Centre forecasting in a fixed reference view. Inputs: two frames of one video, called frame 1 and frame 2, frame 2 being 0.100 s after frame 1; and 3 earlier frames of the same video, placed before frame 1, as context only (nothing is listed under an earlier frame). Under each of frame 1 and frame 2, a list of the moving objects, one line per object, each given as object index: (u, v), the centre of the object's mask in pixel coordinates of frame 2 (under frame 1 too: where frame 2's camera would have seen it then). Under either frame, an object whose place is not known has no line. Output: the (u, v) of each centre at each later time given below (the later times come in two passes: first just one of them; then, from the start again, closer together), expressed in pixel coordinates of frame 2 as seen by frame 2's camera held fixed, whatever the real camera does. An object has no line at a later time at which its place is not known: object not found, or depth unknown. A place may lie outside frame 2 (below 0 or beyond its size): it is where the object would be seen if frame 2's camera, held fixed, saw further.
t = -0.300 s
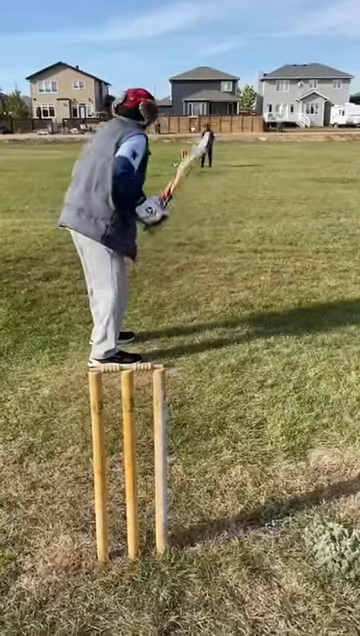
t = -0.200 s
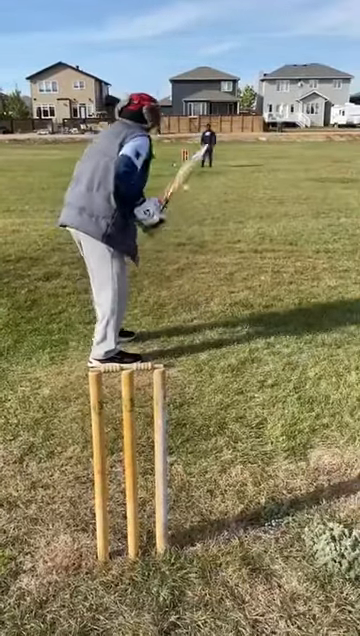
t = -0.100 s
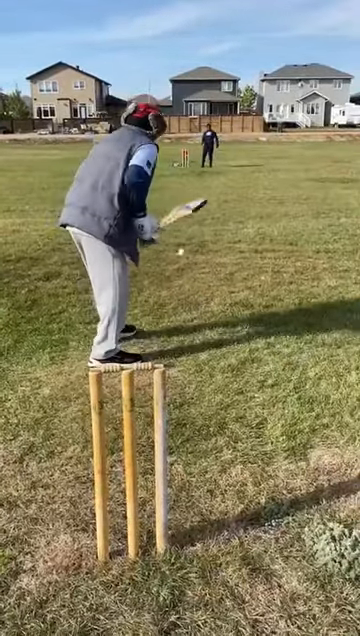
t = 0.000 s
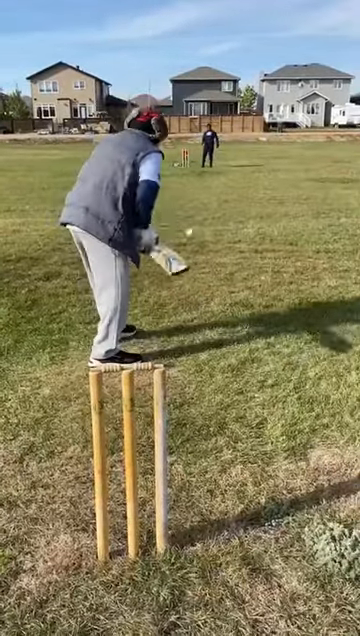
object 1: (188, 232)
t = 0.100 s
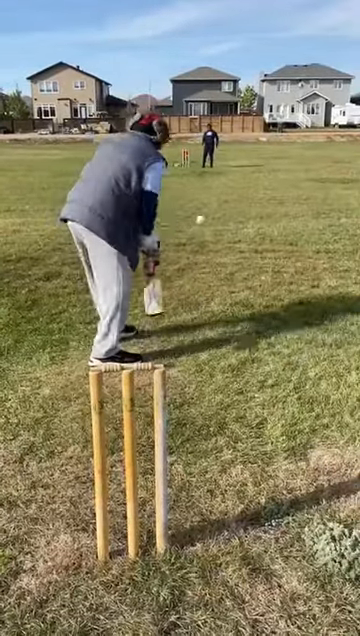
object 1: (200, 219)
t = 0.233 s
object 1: (218, 221)
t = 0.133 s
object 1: (203, 217)
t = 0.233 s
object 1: (218, 221)
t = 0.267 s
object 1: (225, 226)
